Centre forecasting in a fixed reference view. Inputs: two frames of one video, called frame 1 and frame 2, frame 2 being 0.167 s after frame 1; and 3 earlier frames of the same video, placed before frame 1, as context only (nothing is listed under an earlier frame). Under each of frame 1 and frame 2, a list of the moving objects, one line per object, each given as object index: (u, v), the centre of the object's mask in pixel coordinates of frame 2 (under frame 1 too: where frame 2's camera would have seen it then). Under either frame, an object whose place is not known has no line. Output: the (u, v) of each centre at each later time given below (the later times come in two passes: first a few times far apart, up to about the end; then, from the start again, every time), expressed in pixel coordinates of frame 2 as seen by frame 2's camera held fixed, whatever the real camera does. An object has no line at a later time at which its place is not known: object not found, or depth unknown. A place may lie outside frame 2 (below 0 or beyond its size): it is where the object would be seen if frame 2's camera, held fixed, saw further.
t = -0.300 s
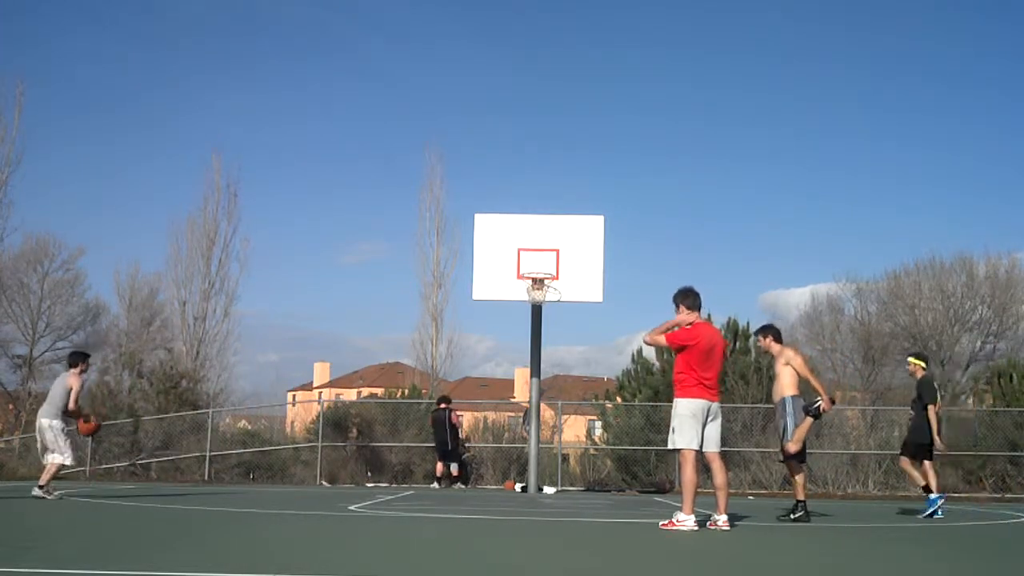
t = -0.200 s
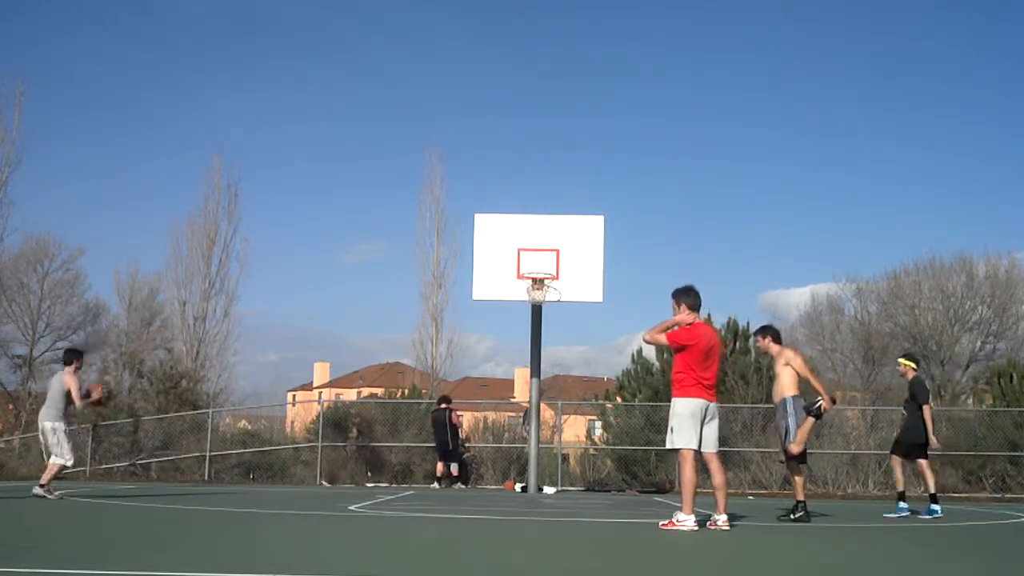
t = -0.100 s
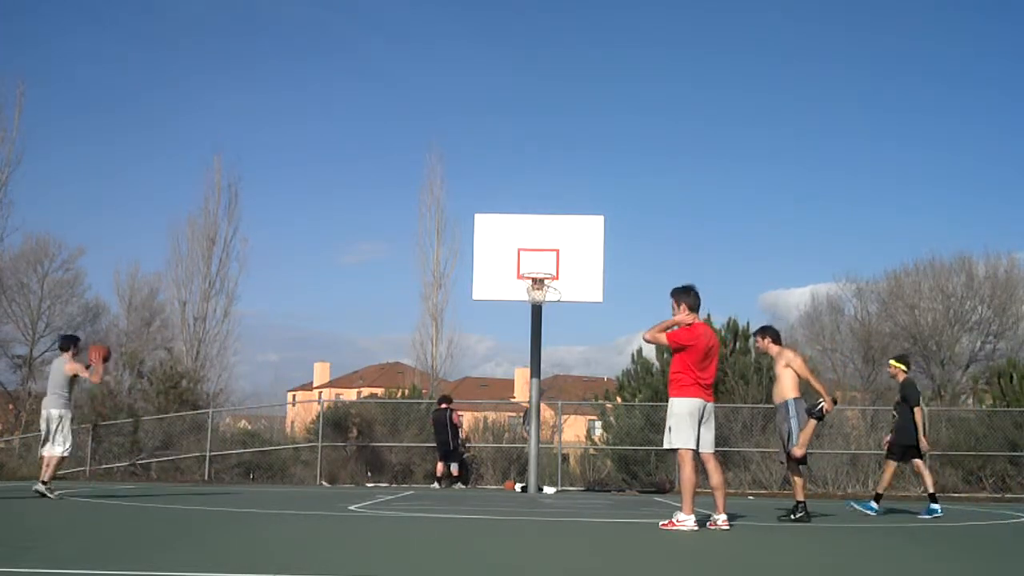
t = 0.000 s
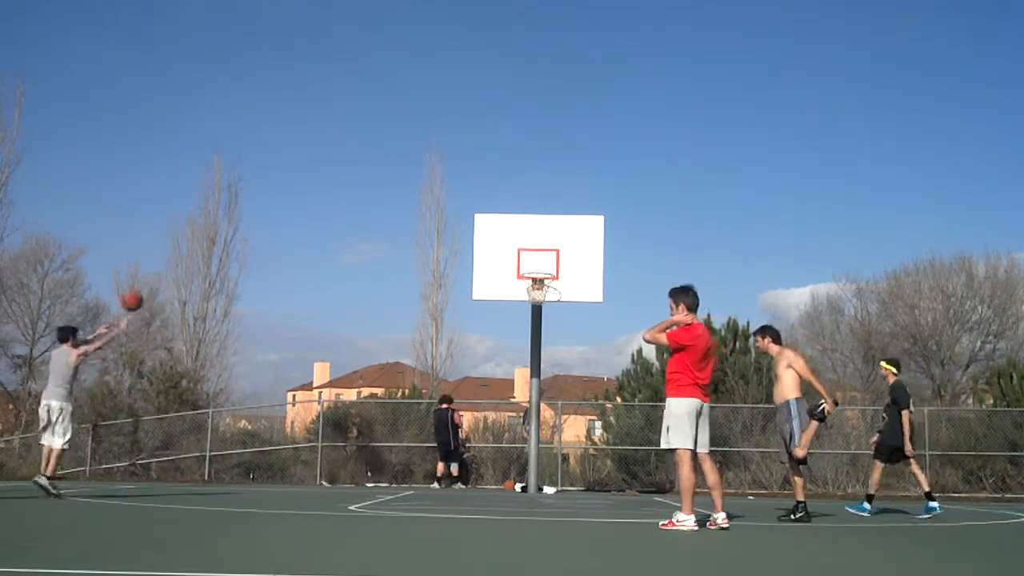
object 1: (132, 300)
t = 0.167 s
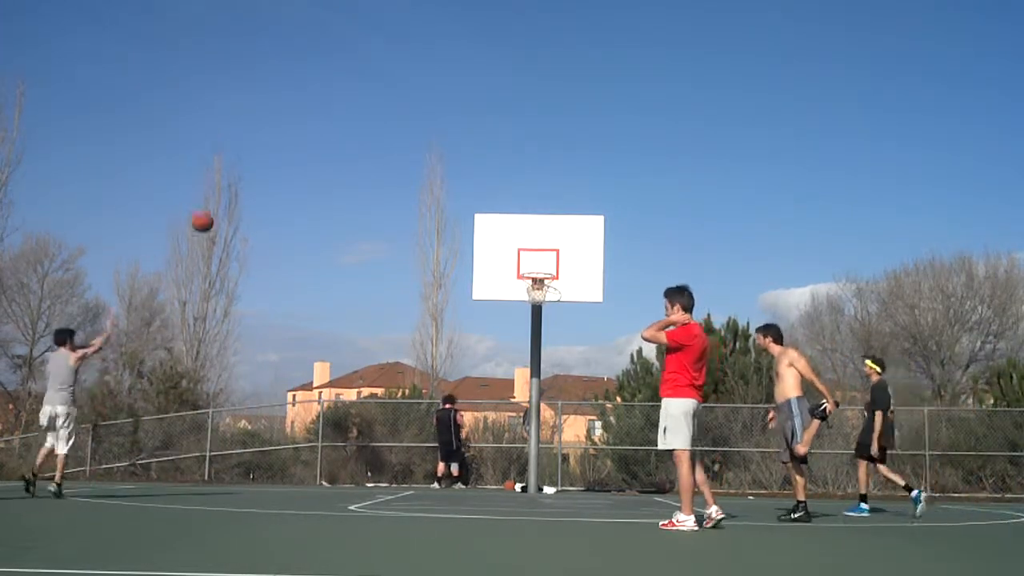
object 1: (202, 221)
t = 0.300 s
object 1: (253, 179)
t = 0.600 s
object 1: (356, 142)
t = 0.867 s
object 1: (436, 169)
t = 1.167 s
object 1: (517, 256)
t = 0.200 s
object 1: (215, 211)
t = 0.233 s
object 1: (229, 198)
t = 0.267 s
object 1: (241, 189)
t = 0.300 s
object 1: (253, 179)
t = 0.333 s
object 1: (265, 171)
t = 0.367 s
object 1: (278, 164)
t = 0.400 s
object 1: (289, 159)
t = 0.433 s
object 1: (301, 154)
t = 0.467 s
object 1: (312, 150)
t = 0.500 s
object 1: (324, 147)
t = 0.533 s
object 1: (335, 144)
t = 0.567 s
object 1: (345, 143)
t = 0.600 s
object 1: (356, 142)
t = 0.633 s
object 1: (367, 143)
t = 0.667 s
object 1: (377, 144)
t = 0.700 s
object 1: (387, 146)
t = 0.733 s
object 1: (397, 149)
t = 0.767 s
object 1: (407, 153)
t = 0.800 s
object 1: (417, 158)
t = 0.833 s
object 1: (426, 162)
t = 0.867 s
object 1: (436, 169)
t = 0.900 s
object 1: (445, 175)
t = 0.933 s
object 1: (455, 183)
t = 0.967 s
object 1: (464, 191)
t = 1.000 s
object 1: (473, 200)
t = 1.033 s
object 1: (482, 210)
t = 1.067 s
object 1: (491, 220)
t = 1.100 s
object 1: (499, 231)
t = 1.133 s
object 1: (508, 243)
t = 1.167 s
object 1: (517, 256)
